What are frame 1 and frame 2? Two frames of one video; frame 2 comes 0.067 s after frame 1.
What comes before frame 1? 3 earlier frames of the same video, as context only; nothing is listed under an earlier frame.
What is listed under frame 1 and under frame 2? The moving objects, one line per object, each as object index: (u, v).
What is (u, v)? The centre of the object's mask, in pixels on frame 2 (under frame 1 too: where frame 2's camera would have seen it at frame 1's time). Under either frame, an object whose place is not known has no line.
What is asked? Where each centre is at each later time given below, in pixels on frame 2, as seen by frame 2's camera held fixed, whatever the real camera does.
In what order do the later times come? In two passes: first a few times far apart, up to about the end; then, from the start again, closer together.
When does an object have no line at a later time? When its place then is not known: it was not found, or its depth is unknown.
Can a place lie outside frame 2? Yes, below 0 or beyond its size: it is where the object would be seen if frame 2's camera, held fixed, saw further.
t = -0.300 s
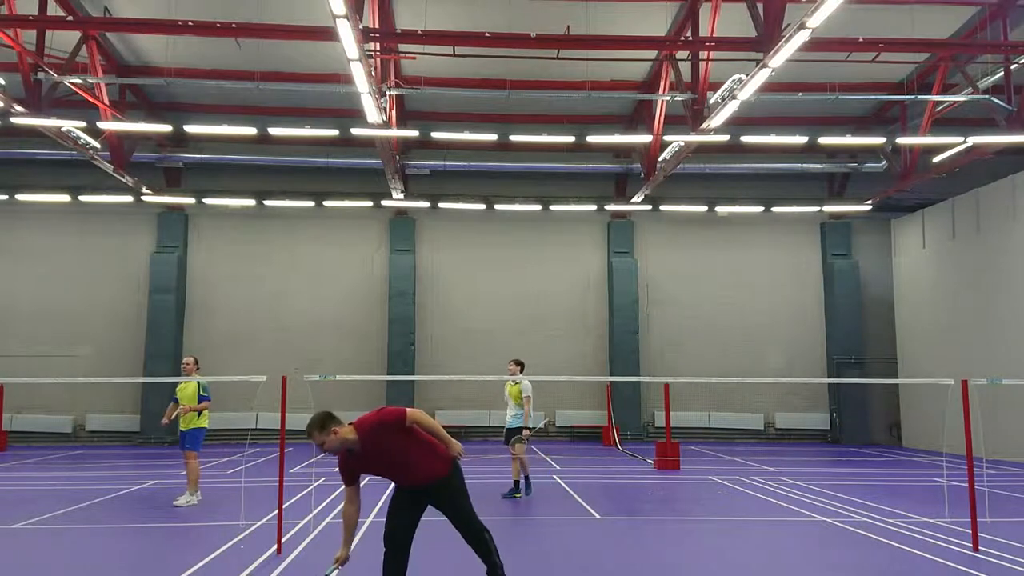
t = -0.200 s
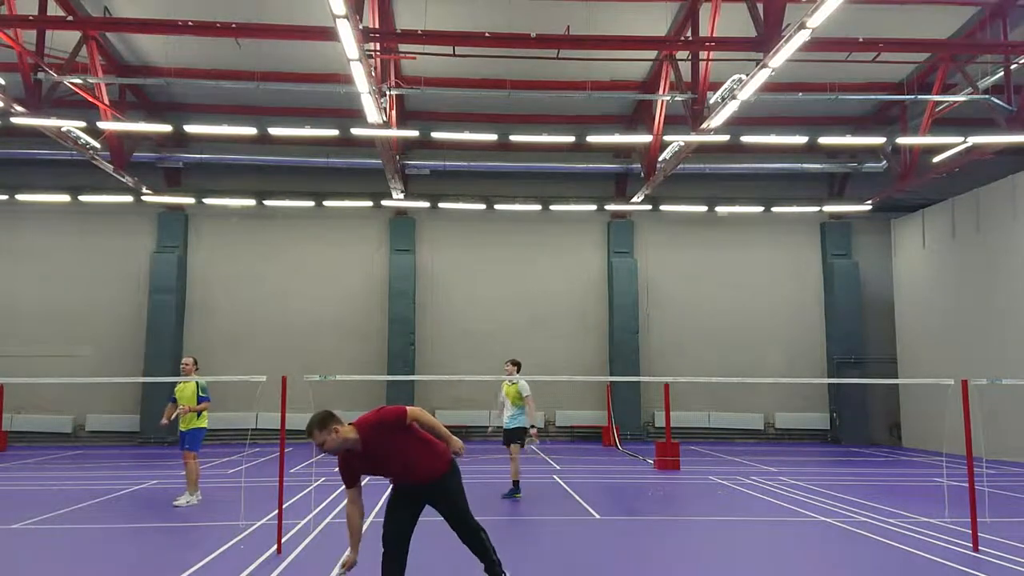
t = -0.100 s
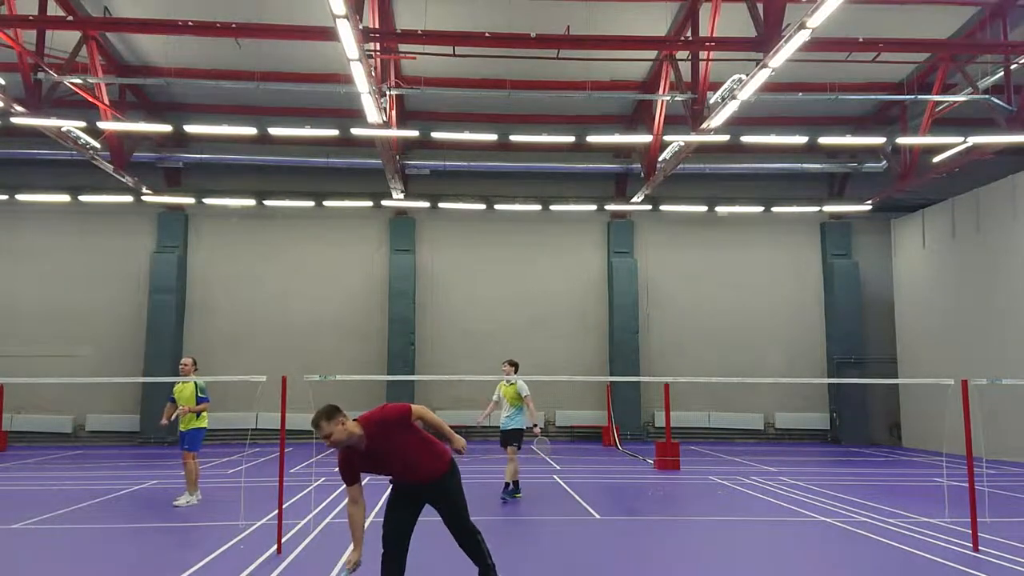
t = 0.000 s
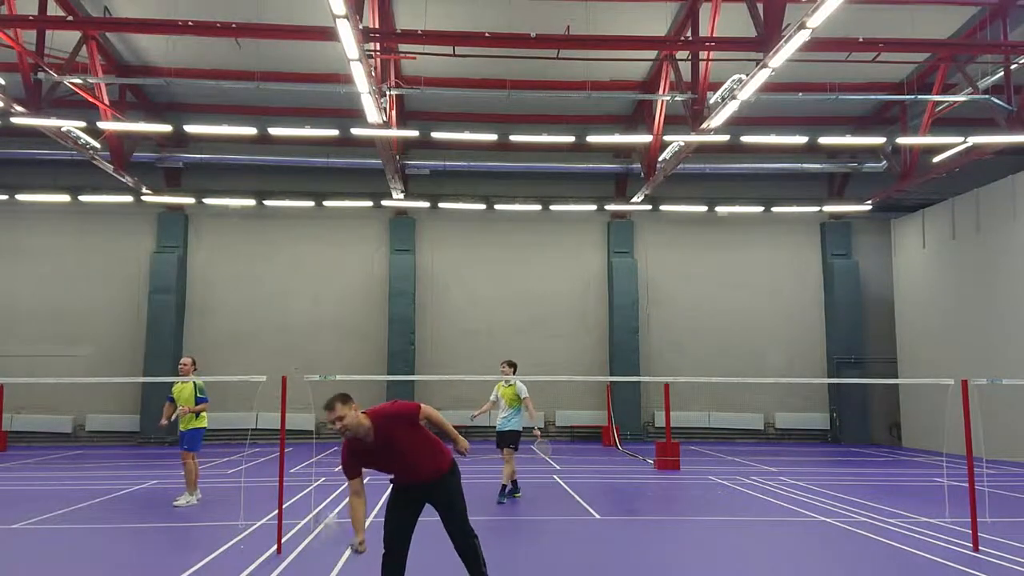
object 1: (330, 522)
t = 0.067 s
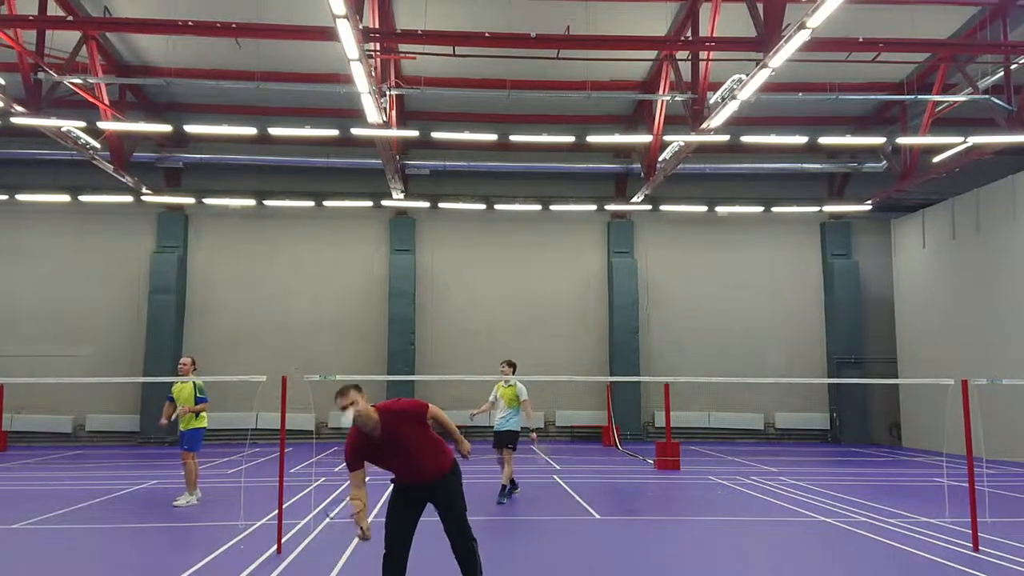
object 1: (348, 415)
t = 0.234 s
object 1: (404, 241)
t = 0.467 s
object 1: (464, 115)
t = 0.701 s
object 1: (518, 92)
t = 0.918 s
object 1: (571, 150)
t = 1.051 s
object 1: (597, 230)
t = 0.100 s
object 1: (361, 372)
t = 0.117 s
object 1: (368, 354)
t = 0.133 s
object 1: (374, 337)
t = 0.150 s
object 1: (381, 319)
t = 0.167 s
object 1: (386, 301)
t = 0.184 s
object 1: (391, 285)
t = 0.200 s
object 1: (395, 269)
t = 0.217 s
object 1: (400, 254)
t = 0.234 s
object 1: (404, 241)
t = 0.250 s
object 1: (409, 227)
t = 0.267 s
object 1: (414, 216)
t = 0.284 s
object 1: (419, 203)
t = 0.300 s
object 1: (423, 191)
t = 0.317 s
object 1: (426, 182)
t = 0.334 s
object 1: (431, 173)
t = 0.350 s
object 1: (435, 164)
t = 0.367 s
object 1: (440, 154)
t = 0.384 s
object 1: (443, 147)
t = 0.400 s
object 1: (447, 142)
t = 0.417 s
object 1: (453, 128)
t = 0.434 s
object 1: (456, 125)
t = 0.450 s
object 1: (460, 120)
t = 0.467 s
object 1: (464, 115)
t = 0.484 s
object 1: (469, 109)
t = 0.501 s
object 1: (472, 106)
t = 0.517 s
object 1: (476, 102)
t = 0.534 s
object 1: (480, 98)
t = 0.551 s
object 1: (483, 96)
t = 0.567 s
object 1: (488, 93)
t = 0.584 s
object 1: (492, 91)
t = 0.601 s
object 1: (496, 90)
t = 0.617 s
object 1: (500, 89)
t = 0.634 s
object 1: (503, 89)
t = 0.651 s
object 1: (507, 88)
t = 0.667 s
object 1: (510, 89)
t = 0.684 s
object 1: (514, 90)
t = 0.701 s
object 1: (518, 92)
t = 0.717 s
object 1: (521, 94)
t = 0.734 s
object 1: (525, 97)
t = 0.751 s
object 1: (529, 99)
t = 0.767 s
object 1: (533, 102)
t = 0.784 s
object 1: (537, 105)
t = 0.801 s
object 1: (541, 109)
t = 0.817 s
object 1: (545, 113)
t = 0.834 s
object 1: (549, 118)
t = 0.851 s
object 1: (554, 123)
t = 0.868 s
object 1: (558, 128)
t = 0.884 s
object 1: (563, 133)
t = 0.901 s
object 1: (569, 145)
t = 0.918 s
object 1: (571, 150)
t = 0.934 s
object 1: (575, 158)
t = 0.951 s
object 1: (579, 168)
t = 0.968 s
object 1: (583, 178)
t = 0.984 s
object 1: (586, 188)
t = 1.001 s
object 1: (589, 196)
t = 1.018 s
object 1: (593, 209)
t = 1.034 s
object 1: (594, 219)
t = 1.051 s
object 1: (597, 230)
